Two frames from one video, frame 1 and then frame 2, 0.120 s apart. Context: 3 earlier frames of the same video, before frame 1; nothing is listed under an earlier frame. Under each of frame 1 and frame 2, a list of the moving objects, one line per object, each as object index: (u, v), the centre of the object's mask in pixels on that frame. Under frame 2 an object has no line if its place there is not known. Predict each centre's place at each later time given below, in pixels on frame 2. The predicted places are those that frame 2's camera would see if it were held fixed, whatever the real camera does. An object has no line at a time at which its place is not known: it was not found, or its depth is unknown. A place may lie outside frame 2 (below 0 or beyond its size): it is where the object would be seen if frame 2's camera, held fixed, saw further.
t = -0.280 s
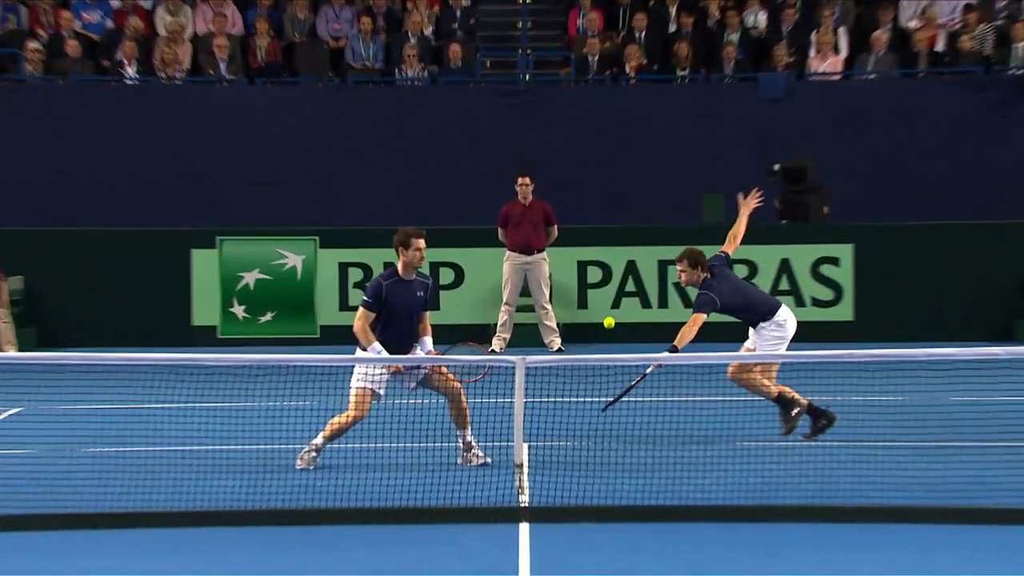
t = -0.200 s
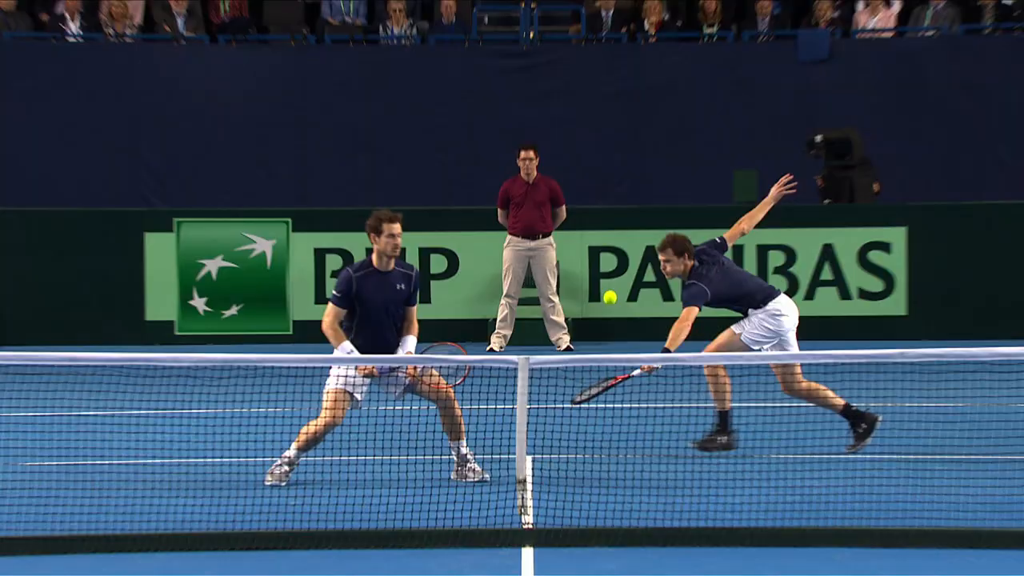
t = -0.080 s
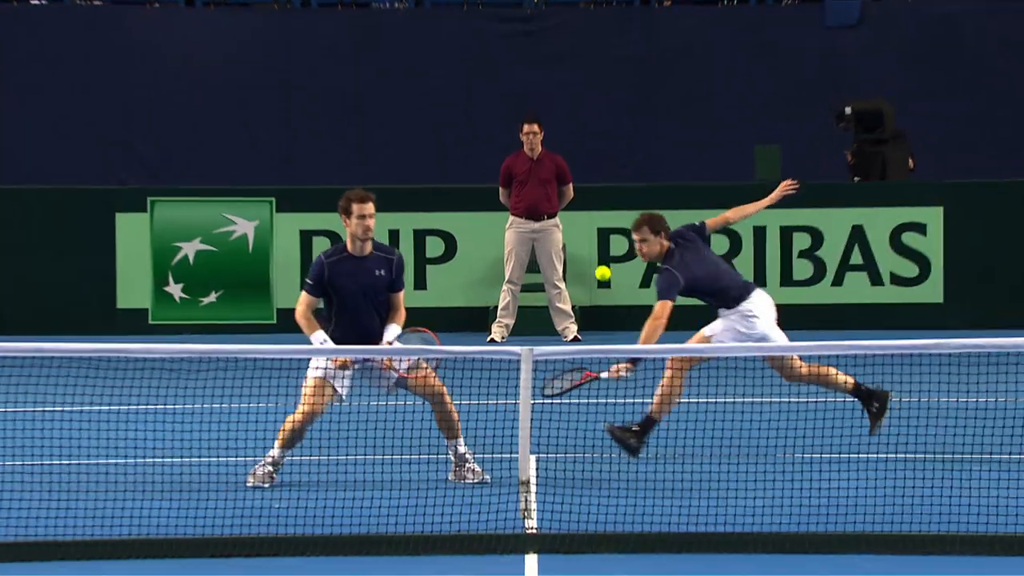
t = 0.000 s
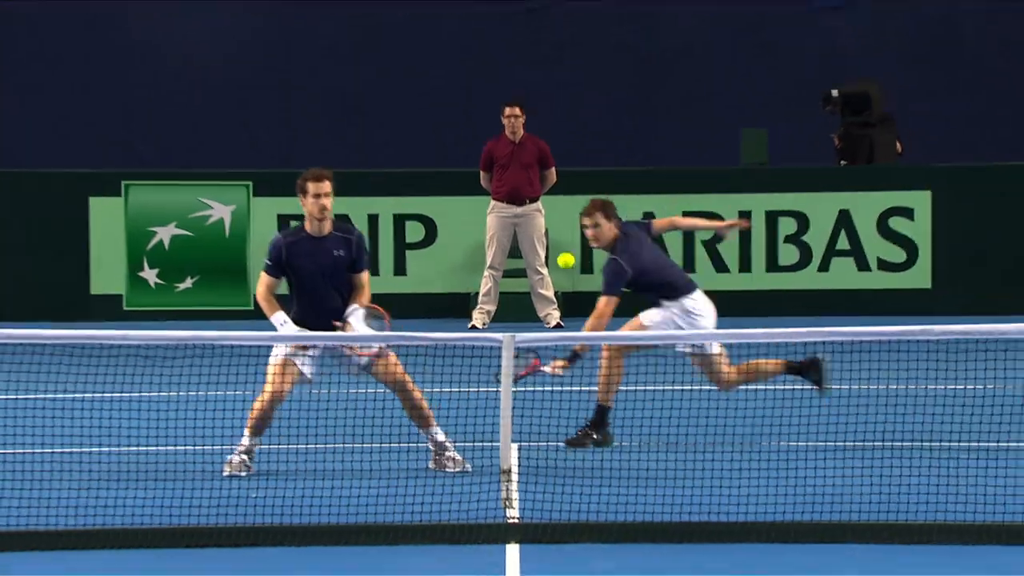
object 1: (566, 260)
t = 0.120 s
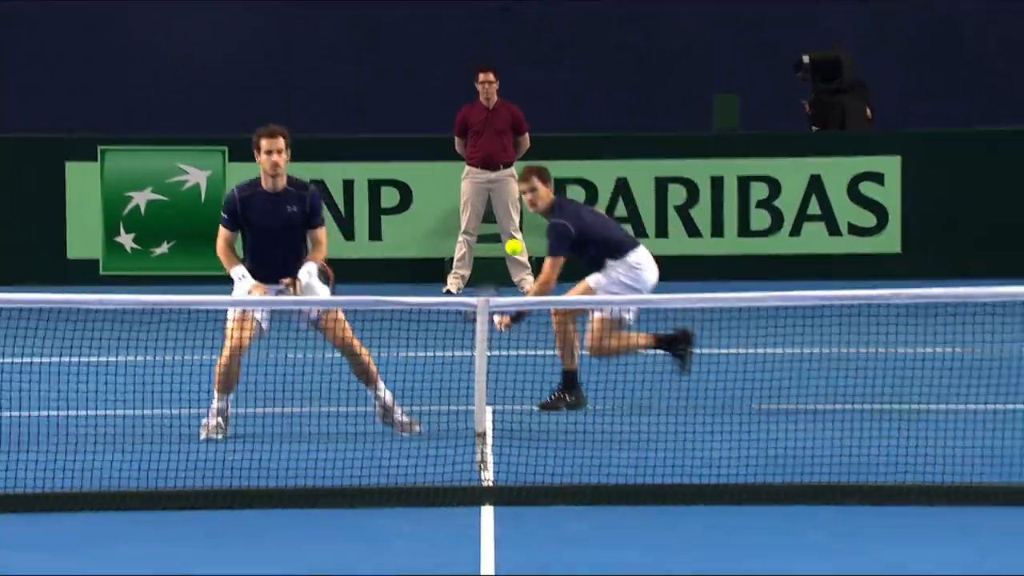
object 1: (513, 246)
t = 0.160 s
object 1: (508, 252)
